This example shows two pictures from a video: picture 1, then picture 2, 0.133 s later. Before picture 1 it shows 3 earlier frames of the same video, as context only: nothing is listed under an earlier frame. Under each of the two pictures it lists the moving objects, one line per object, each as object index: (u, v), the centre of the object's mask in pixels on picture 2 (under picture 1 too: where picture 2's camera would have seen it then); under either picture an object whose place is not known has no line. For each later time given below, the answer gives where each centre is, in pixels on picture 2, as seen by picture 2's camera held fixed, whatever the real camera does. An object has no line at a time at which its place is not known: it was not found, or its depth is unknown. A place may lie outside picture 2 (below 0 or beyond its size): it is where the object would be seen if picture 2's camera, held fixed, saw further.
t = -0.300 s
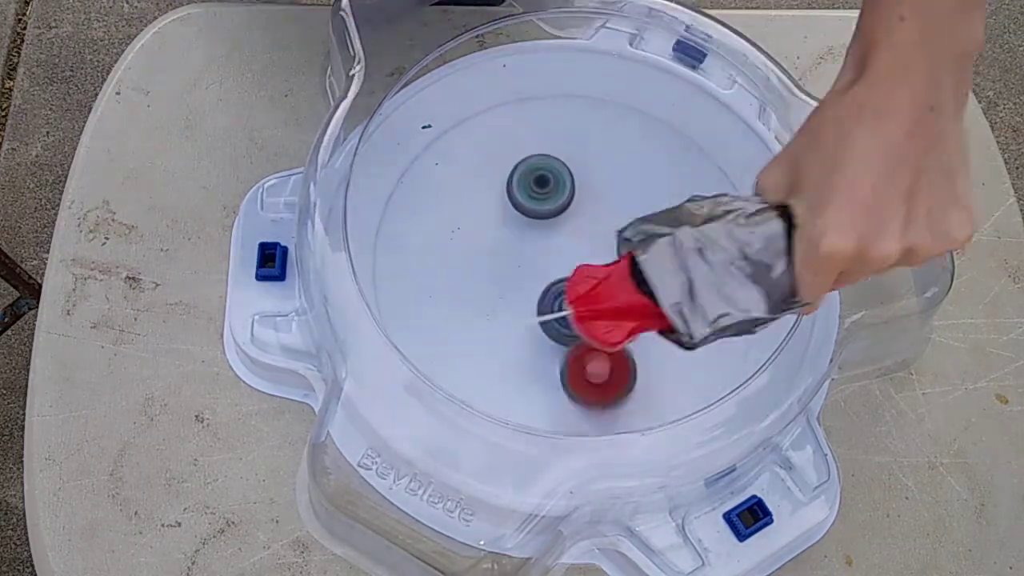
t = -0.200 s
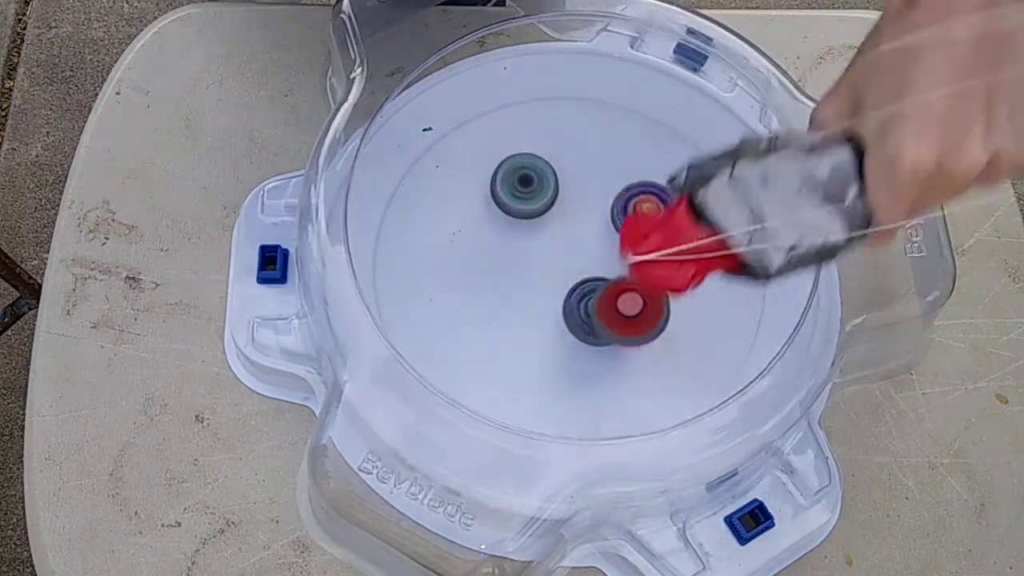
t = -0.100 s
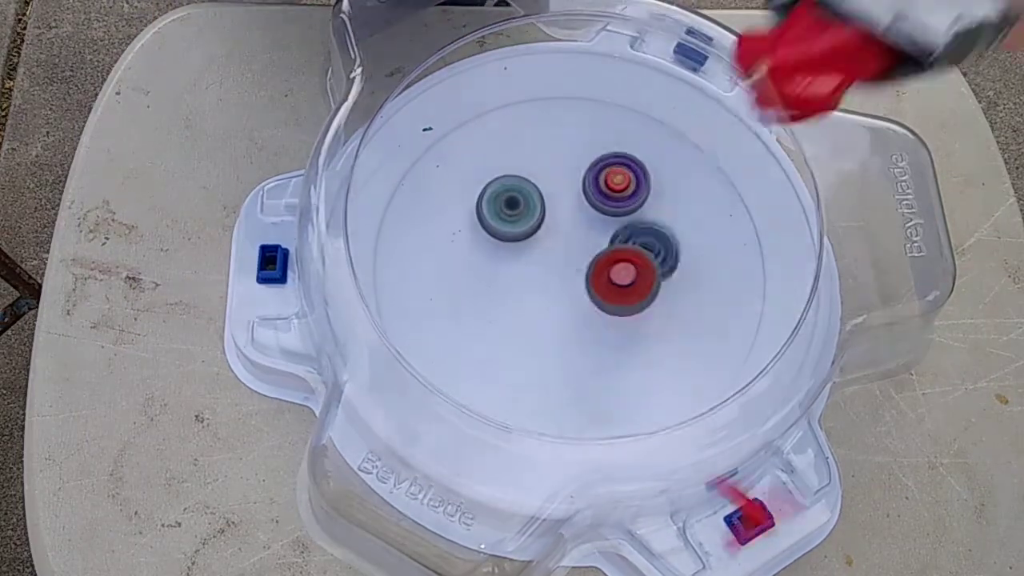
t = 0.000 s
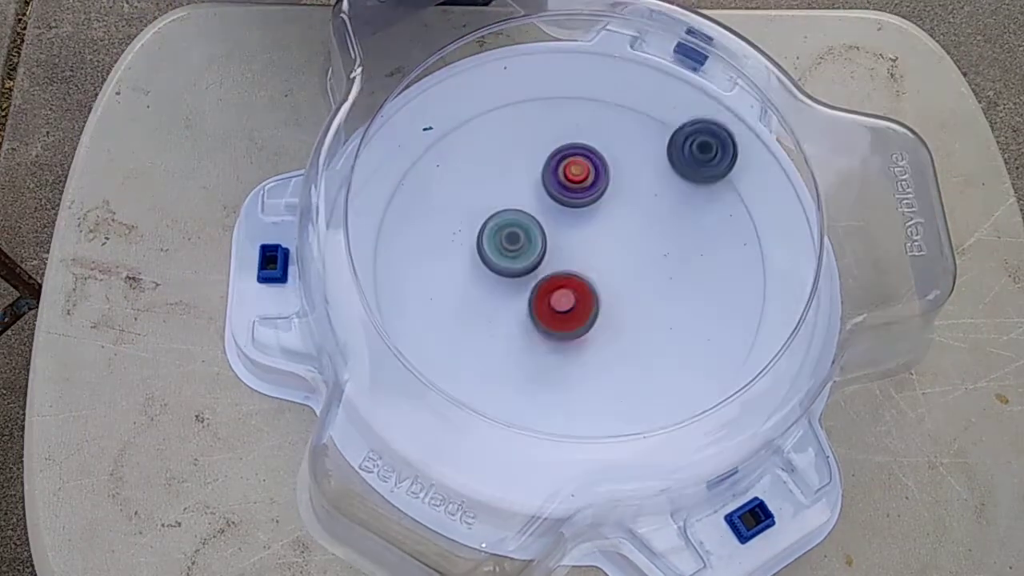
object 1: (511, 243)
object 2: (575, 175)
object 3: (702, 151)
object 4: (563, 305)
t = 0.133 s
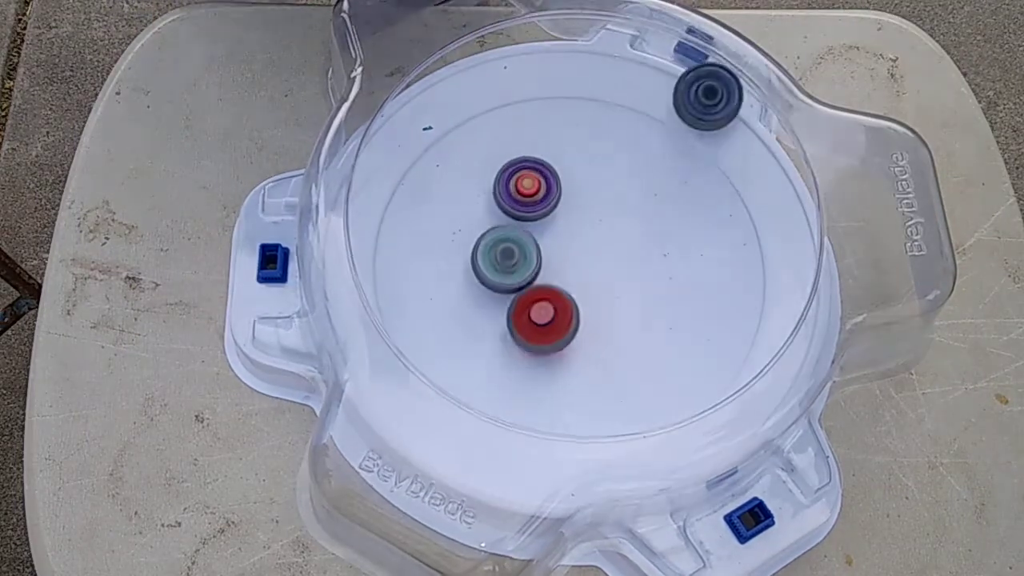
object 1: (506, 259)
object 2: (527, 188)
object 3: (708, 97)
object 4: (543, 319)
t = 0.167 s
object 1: (498, 258)
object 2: (522, 188)
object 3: (698, 95)
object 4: (551, 327)
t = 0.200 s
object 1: (493, 255)
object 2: (516, 192)
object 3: (688, 94)
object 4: (563, 338)
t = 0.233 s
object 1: (489, 265)
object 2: (514, 191)
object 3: (676, 94)
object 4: (574, 355)
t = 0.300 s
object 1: (493, 293)
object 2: (511, 198)
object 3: (655, 97)
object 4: (594, 373)
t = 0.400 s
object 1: (523, 315)
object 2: (503, 227)
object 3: (623, 113)
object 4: (627, 369)
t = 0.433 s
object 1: (534, 316)
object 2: (503, 239)
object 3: (613, 123)
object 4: (638, 363)
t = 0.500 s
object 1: (562, 313)
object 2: (511, 260)
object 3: (591, 149)
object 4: (655, 345)
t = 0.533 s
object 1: (583, 317)
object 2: (513, 263)
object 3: (584, 164)
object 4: (660, 333)
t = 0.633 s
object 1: (585, 305)
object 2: (519, 268)
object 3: (578, 209)
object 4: (723, 298)
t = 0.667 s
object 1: (593, 302)
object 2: (521, 268)
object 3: (581, 224)
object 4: (730, 284)
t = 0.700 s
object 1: (600, 303)
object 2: (526, 270)
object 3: (585, 232)
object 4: (730, 269)
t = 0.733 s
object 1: (606, 312)
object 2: (532, 272)
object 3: (587, 226)
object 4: (722, 253)
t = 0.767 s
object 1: (614, 317)
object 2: (539, 275)
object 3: (591, 224)
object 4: (706, 238)
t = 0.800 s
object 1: (621, 318)
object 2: (547, 277)
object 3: (596, 226)
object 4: (685, 224)
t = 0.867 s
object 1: (632, 309)
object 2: (533, 304)
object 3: (583, 212)
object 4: (680, 197)
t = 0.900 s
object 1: (636, 301)
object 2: (525, 320)
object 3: (575, 204)
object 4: (680, 185)
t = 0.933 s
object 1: (638, 290)
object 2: (521, 332)
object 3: (568, 201)
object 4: (675, 174)
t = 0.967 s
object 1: (636, 278)
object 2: (523, 340)
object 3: (563, 203)
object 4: (663, 167)
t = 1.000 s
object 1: (631, 265)
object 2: (530, 346)
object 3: (560, 209)
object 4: (646, 163)
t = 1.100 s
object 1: (631, 257)
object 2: (572, 350)
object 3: (519, 221)
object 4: (570, 167)
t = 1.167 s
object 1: (624, 269)
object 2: (602, 344)
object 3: (473, 254)
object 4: (533, 168)
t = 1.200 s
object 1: (618, 270)
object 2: (615, 341)
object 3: (457, 275)
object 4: (517, 170)
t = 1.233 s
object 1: (615, 253)
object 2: (624, 350)
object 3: (448, 293)
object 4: (501, 177)
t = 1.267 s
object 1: (611, 239)
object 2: (632, 354)
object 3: (448, 310)
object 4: (485, 189)
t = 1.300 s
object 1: (605, 228)
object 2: (641, 353)
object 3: (454, 325)
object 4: (470, 204)
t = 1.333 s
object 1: (596, 220)
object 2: (650, 346)
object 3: (462, 338)
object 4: (457, 223)
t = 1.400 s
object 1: (573, 212)
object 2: (666, 326)
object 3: (487, 354)
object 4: (443, 270)
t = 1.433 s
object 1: (559, 212)
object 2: (672, 314)
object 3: (502, 358)
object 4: (444, 295)
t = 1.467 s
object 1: (546, 215)
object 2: (675, 301)
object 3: (518, 361)
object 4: (449, 319)
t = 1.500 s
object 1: (534, 219)
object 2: (676, 287)
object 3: (533, 361)
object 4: (460, 340)
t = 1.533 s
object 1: (524, 226)
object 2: (674, 274)
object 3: (570, 366)
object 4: (457, 354)
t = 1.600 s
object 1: (512, 244)
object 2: (664, 249)
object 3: (631, 361)
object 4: (465, 369)
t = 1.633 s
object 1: (513, 251)
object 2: (655, 238)
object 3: (650, 354)
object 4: (476, 377)
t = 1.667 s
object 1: (518, 258)
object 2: (646, 228)
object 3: (664, 344)
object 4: (491, 383)
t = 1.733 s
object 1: (531, 275)
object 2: (622, 212)
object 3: (674, 319)
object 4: (533, 391)
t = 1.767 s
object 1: (539, 286)
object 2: (608, 207)
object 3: (673, 306)
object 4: (557, 389)
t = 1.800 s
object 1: (550, 293)
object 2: (593, 204)
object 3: (669, 293)
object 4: (580, 384)
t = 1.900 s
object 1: (577, 297)
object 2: (549, 206)
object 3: (642, 265)
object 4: (638, 345)
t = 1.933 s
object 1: (559, 277)
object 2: (535, 210)
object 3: (636, 257)
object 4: (669, 341)
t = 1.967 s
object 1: (550, 279)
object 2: (516, 198)
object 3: (629, 251)
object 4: (693, 333)
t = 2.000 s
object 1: (545, 286)
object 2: (497, 181)
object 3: (621, 247)
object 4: (711, 320)
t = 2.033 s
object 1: (542, 292)
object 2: (481, 170)
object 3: (612, 245)
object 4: (722, 303)
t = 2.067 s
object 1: (541, 299)
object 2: (466, 166)
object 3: (601, 242)
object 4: (726, 283)
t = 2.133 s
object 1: (548, 315)
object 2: (439, 173)
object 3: (580, 242)
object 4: (714, 238)
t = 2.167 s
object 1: (557, 321)
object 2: (428, 184)
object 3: (570, 245)
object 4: (700, 215)
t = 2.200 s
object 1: (568, 323)
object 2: (418, 197)
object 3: (560, 248)
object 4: (681, 194)
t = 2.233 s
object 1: (580, 321)
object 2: (410, 213)
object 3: (551, 252)
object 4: (659, 174)
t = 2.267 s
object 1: (592, 316)
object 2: (405, 229)
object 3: (544, 257)
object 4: (635, 159)
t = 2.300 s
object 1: (602, 307)
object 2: (403, 246)
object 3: (539, 264)
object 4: (608, 147)
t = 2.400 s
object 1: (605, 269)
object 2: (413, 296)
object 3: (533, 285)
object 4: (523, 137)
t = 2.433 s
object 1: (598, 256)
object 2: (423, 311)
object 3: (536, 292)
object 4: (496, 144)
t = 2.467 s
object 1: (588, 243)
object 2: (434, 325)
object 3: (541, 298)
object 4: (470, 155)
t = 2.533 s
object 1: (560, 226)
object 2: (463, 345)
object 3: (553, 303)
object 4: (428, 190)
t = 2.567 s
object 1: (544, 222)
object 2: (480, 352)
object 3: (558, 303)
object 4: (414, 214)
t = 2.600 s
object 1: (529, 221)
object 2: (497, 355)
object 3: (562, 301)
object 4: (406, 240)
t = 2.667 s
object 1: (499, 229)
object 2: (531, 355)
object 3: (567, 294)
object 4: (408, 291)
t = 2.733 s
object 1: (481, 243)
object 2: (555, 360)
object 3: (577, 267)
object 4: (434, 337)
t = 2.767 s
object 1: (477, 253)
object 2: (568, 358)
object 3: (582, 254)
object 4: (454, 355)
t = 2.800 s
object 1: (474, 265)
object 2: (581, 352)
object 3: (583, 244)
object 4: (477, 369)
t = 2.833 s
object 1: (475, 276)
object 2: (595, 343)
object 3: (582, 235)
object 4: (502, 379)
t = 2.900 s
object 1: (485, 301)
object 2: (617, 322)
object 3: (570, 220)
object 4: (556, 381)
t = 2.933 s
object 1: (496, 312)
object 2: (626, 309)
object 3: (562, 215)
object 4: (581, 376)
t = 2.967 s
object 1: (511, 322)
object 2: (632, 296)
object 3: (552, 212)
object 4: (604, 366)
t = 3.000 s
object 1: (527, 327)
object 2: (636, 282)
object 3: (543, 211)
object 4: (624, 353)
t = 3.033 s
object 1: (546, 328)
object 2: (639, 268)
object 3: (533, 211)
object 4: (641, 335)
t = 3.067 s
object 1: (564, 324)
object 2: (638, 250)
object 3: (525, 214)
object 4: (655, 323)
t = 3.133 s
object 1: (594, 306)
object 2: (626, 184)
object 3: (516, 226)
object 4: (678, 320)
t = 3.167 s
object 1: (605, 294)
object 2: (616, 158)
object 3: (515, 232)
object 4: (683, 312)
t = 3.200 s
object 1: (613, 280)
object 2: (603, 137)
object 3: (515, 237)
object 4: (686, 300)
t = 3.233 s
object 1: (613, 262)
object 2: (588, 123)
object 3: (516, 242)
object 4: (690, 286)
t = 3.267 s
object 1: (593, 238)
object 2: (571, 114)
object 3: (517, 247)
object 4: (709, 276)
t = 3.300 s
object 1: (592, 213)
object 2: (553, 108)
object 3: (500, 254)
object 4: (721, 264)
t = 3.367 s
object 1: (604, 168)
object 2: (517, 105)
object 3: (462, 270)
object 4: (727, 235)
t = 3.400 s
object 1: (606, 154)
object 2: (500, 107)
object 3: (455, 277)
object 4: (721, 219)
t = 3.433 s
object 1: (603, 143)
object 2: (484, 114)
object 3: (454, 285)
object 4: (709, 202)
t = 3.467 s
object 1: (598, 138)
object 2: (471, 123)
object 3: (458, 293)
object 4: (693, 185)
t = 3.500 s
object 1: (588, 137)
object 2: (458, 134)
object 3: (466, 301)
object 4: (675, 172)
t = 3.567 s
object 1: (562, 149)
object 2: (440, 159)
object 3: (488, 313)
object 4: (631, 153)
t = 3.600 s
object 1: (519, 152)
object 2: (434, 173)
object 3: (500, 316)
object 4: (635, 150)
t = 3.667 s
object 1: (489, 149)
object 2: (388, 221)
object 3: (526, 316)
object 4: (640, 155)
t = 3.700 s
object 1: (486, 152)
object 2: (380, 255)
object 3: (536, 312)
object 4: (636, 161)
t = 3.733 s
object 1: (485, 157)
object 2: (376, 294)
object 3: (545, 306)
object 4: (628, 167)
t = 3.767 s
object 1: (485, 165)
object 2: (381, 329)
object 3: (553, 299)
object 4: (616, 174)
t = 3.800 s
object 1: (486, 174)
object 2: (393, 356)
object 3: (559, 292)
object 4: (602, 182)
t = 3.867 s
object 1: (487, 201)
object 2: (429, 389)
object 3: (566, 276)
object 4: (573, 201)
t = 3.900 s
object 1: (489, 214)
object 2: (458, 398)
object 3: (566, 291)
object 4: (562, 194)
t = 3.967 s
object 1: (498, 237)
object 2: (520, 412)
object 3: (565, 341)
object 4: (544, 159)
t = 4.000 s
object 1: (503, 245)
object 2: (544, 420)
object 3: (571, 347)
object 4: (536, 149)
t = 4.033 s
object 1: (513, 251)
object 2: (556, 449)
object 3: (587, 321)
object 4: (527, 145)
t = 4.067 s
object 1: (526, 255)
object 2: (570, 474)
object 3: (602, 300)
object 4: (518, 147)
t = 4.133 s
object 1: (554, 258)
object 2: (597, 472)
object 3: (635, 258)
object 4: (500, 166)
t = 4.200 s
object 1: (580, 257)
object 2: (623, 441)
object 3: (650, 231)
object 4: (489, 200)
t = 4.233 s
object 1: (586, 255)
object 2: (635, 422)
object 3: (658, 220)
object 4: (489, 218)
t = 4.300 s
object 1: (575, 255)
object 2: (658, 377)
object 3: (679, 192)
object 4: (499, 252)
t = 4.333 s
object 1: (578, 252)
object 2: (667, 355)
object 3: (679, 183)
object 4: (505, 268)
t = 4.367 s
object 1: (586, 248)
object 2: (672, 333)
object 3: (673, 174)
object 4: (510, 282)
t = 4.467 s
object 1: (600, 228)
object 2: (673, 277)
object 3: (638, 157)
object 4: (551, 314)
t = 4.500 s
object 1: (602, 221)
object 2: (668, 263)
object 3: (624, 154)
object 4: (569, 319)
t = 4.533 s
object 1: (595, 222)
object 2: (667, 253)
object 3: (613, 146)
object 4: (589, 321)
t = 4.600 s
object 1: (552, 222)
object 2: (682, 247)
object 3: (595, 124)
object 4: (625, 315)
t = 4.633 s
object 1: (536, 223)
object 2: (680, 241)
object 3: (584, 122)
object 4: (641, 307)
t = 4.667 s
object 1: (525, 224)
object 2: (675, 232)
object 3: (572, 123)
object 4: (654, 296)
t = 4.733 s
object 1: (516, 232)
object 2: (663, 198)
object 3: (549, 135)
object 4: (665, 288)
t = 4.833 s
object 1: (525, 259)
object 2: (628, 168)
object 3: (529, 166)
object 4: (663, 258)
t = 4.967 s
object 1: (564, 299)
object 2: (574, 155)
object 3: (533, 212)
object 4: (623, 219)
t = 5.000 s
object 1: (578, 305)
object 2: (568, 148)
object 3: (528, 232)
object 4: (609, 215)
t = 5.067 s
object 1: (606, 307)
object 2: (549, 145)
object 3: (525, 261)
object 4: (582, 216)
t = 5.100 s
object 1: (619, 302)
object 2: (538, 147)
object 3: (517, 283)
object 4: (577, 215)
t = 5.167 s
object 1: (639, 286)
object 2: (515, 156)
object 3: (466, 356)
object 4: (606, 181)
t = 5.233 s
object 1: (646, 264)
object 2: (495, 170)
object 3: (445, 402)
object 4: (620, 160)
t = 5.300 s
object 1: (641, 248)
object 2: (480, 188)
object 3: (472, 413)
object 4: (617, 152)
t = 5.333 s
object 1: (634, 243)
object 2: (475, 199)
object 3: (489, 416)
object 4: (610, 152)
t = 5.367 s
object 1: (624, 239)
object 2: (471, 210)
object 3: (507, 415)
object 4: (599, 154)
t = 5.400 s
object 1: (613, 235)
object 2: (470, 222)
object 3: (526, 410)
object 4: (586, 157)
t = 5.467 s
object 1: (593, 233)
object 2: (471, 245)
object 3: (557, 399)
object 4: (557, 168)
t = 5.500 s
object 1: (586, 235)
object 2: (475, 256)
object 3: (571, 393)
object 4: (544, 177)
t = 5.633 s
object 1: (594, 268)
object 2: (502, 293)
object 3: (615, 361)
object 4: (499, 214)
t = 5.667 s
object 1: (595, 274)
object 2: (512, 301)
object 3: (618, 351)
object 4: (496, 229)
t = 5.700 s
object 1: (594, 278)
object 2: (524, 310)
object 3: (620, 341)
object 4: (497, 241)
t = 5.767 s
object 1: (586, 269)
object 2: (550, 327)
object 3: (625, 335)
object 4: (506, 261)
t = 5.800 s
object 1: (584, 264)
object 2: (559, 333)
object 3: (634, 331)
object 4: (511, 269)
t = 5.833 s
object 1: (588, 258)
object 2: (554, 351)
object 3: (674, 326)
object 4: (499, 253)
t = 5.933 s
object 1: (601, 247)
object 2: (548, 384)
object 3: (740, 296)
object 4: (481, 222)
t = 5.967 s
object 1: (605, 246)
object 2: (555, 388)
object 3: (743, 281)
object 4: (480, 219)
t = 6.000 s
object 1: (608, 246)
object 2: (565, 389)
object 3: (739, 267)
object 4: (482, 219)
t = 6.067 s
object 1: (608, 252)
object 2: (592, 387)
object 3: (718, 239)
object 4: (487, 229)
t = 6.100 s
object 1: (603, 255)
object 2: (606, 384)
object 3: (703, 228)
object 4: (491, 237)
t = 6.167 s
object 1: (586, 261)
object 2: (631, 376)
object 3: (670, 214)
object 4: (503, 257)
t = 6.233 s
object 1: (602, 266)
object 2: (652, 363)
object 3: (636, 205)
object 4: (492, 272)
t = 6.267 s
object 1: (613, 276)
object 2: (660, 355)
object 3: (622, 196)
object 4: (485, 277)
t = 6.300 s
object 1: (618, 290)
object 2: (667, 346)
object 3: (611, 181)
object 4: (481, 283)
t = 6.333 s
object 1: (610, 286)
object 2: (686, 351)
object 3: (599, 172)
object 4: (481, 288)
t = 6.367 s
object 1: (595, 274)
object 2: (704, 356)
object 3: (587, 167)
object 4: (485, 292)
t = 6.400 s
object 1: (583, 263)
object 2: (718, 354)
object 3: (574, 165)
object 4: (491, 295)
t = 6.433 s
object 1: (572, 253)
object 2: (727, 347)
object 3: (562, 166)
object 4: (499, 296)
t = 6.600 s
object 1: (586, 259)
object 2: (735, 287)
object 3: (494, 128)
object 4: (540, 314)
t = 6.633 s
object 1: (601, 255)
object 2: (730, 276)
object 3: (482, 125)
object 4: (541, 323)
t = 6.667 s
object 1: (611, 251)
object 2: (723, 265)
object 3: (470, 129)
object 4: (546, 328)
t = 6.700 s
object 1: (617, 249)
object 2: (715, 255)
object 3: (460, 136)
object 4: (552, 329)
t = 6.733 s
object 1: (619, 249)
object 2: (706, 246)
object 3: (453, 147)
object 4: (562, 326)
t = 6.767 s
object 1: (618, 249)
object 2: (696, 237)
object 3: (448, 158)
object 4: (572, 321)
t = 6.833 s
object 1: (604, 242)
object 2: (680, 220)
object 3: (448, 182)
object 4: (586, 313)
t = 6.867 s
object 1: (589, 233)
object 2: (680, 212)
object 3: (452, 194)
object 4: (588, 311)
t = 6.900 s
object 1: (575, 225)
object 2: (673, 205)
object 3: (457, 205)
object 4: (590, 306)
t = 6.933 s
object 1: (563, 221)
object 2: (663, 199)
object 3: (464, 216)
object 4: (593, 298)
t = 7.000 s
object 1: (548, 223)
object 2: (638, 191)
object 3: (473, 232)
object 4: (592, 279)
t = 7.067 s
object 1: (539, 206)
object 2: (611, 189)
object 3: (464, 243)
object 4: (603, 286)
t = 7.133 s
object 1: (520, 206)
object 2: (591, 190)
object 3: (467, 252)
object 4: (604, 284)
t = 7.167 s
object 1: (503, 202)
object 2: (598, 190)
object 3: (456, 265)
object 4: (603, 278)
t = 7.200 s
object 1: (483, 204)
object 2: (611, 190)
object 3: (451, 276)
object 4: (600, 271)
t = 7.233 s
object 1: (469, 208)
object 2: (619, 193)
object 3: (451, 283)
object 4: (594, 264)
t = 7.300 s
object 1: (454, 216)
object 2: (619, 199)
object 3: (463, 304)
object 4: (577, 252)
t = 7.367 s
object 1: (454, 211)
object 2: (623, 186)
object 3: (487, 337)
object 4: (542, 267)
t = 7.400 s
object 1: (459, 216)
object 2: (621, 180)
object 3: (502, 345)
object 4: (526, 277)
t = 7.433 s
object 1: (465, 223)
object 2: (615, 177)
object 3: (515, 361)
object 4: (517, 278)
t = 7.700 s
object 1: (451, 121)
